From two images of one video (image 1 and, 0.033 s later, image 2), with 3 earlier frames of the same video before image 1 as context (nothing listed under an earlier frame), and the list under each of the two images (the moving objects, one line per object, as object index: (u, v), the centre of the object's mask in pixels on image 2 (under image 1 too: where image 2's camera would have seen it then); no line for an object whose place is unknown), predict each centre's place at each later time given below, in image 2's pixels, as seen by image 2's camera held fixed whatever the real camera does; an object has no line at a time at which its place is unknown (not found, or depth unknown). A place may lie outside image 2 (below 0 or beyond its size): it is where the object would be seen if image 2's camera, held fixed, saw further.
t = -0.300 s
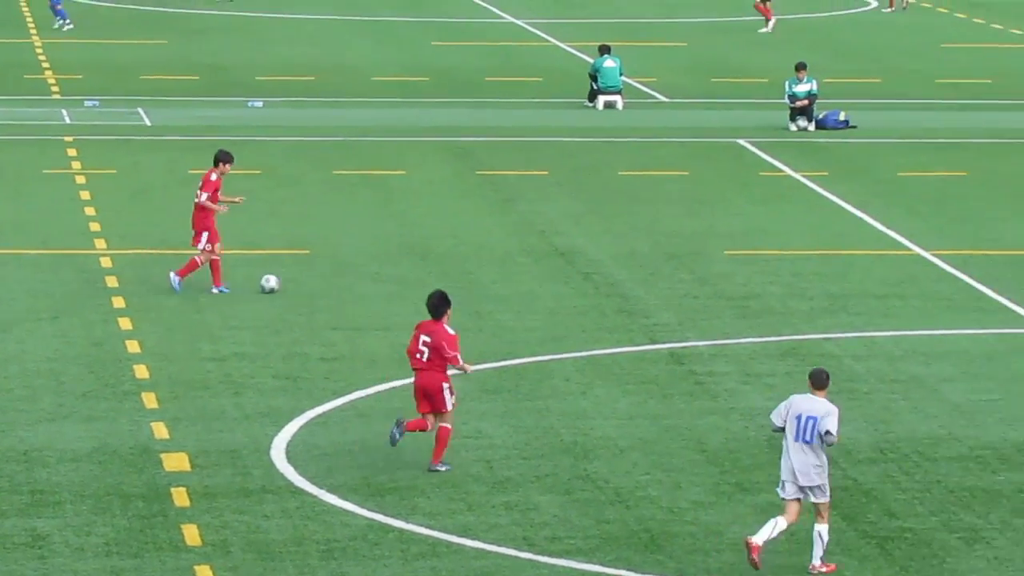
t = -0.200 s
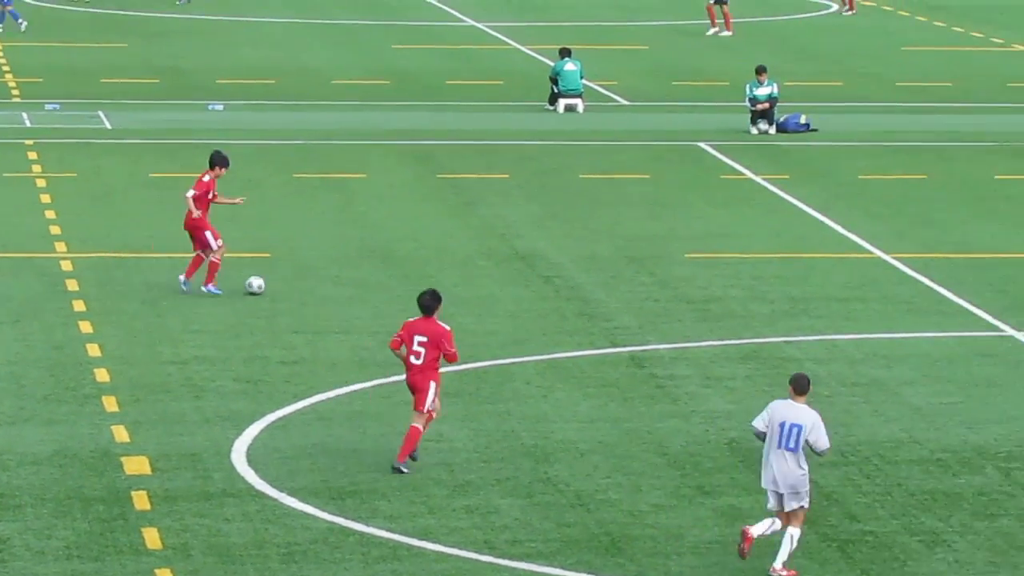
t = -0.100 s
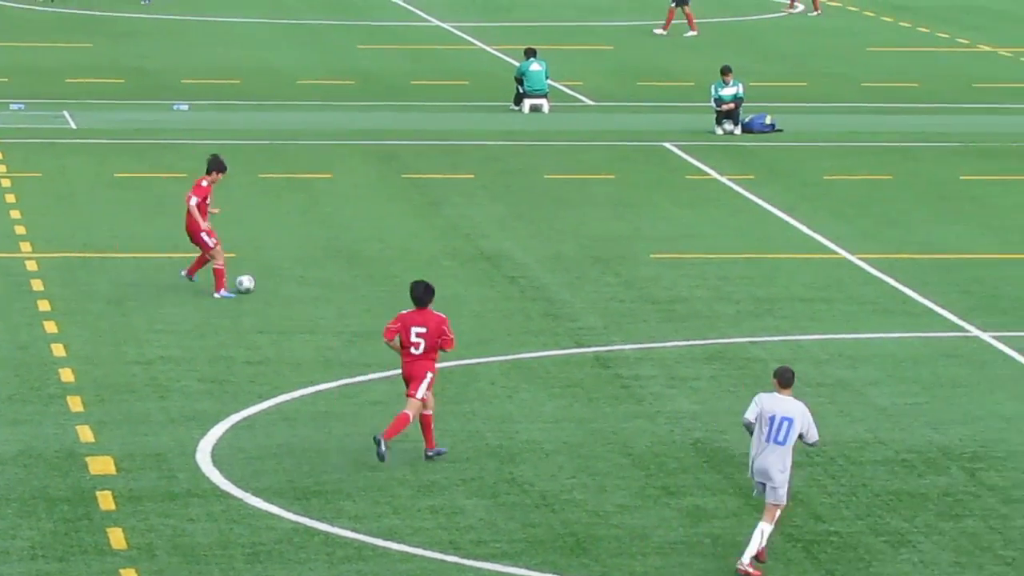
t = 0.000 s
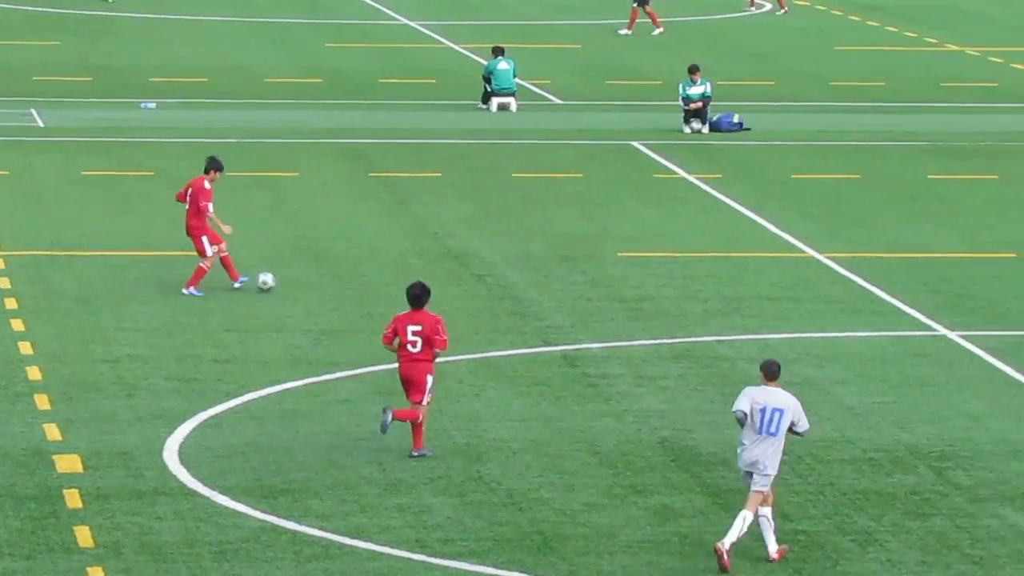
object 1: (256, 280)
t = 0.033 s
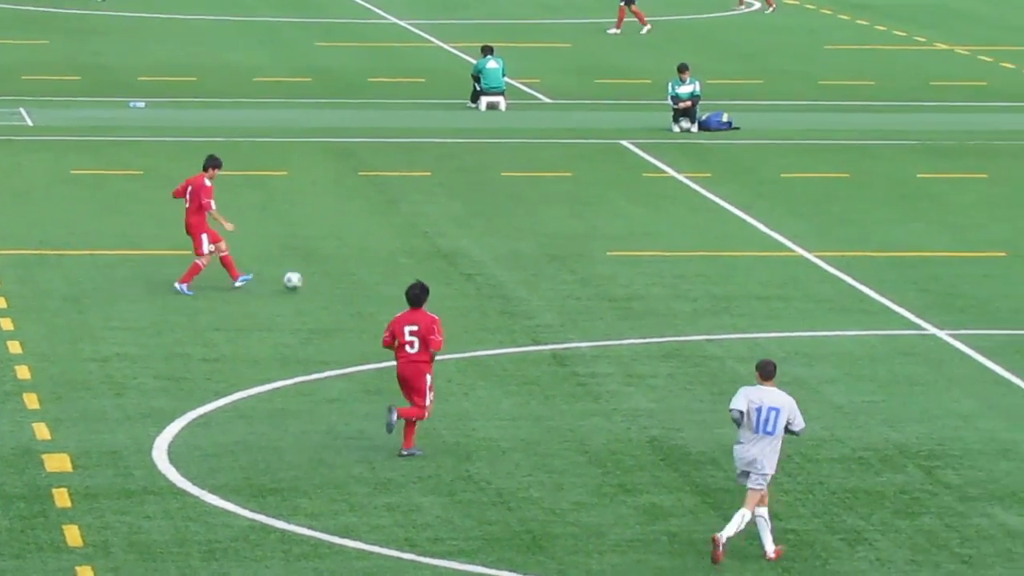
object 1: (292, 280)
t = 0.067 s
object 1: (329, 281)
